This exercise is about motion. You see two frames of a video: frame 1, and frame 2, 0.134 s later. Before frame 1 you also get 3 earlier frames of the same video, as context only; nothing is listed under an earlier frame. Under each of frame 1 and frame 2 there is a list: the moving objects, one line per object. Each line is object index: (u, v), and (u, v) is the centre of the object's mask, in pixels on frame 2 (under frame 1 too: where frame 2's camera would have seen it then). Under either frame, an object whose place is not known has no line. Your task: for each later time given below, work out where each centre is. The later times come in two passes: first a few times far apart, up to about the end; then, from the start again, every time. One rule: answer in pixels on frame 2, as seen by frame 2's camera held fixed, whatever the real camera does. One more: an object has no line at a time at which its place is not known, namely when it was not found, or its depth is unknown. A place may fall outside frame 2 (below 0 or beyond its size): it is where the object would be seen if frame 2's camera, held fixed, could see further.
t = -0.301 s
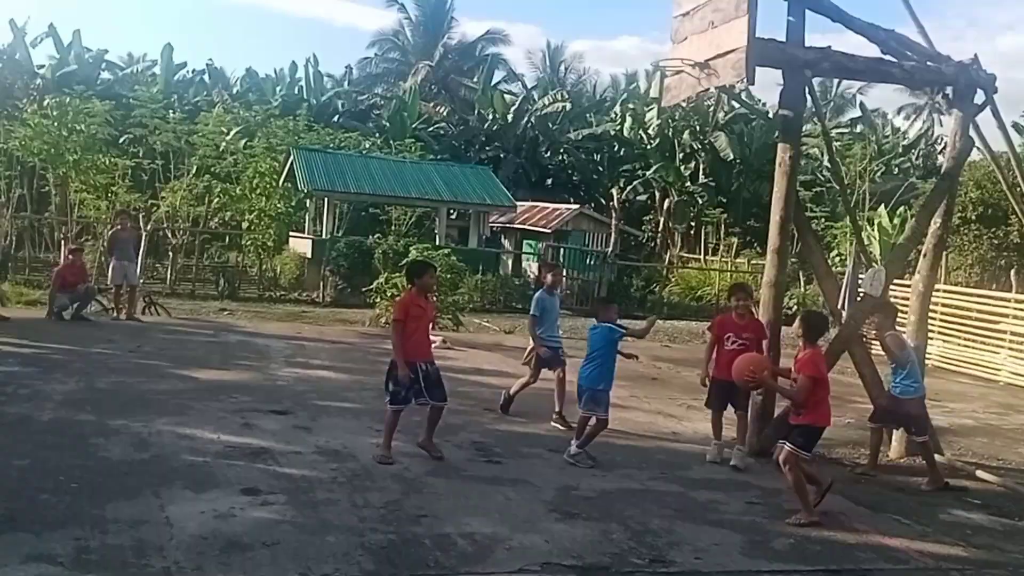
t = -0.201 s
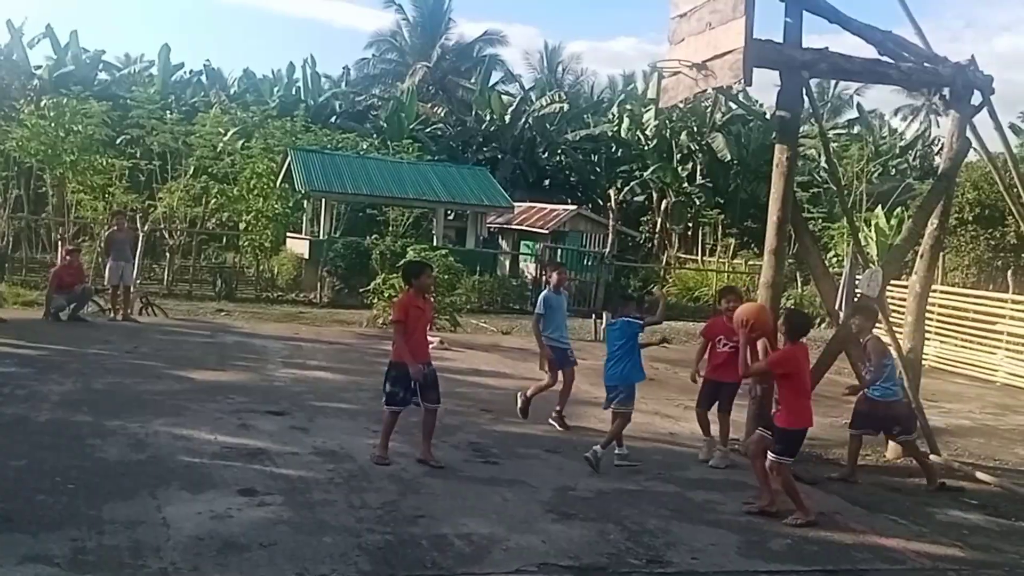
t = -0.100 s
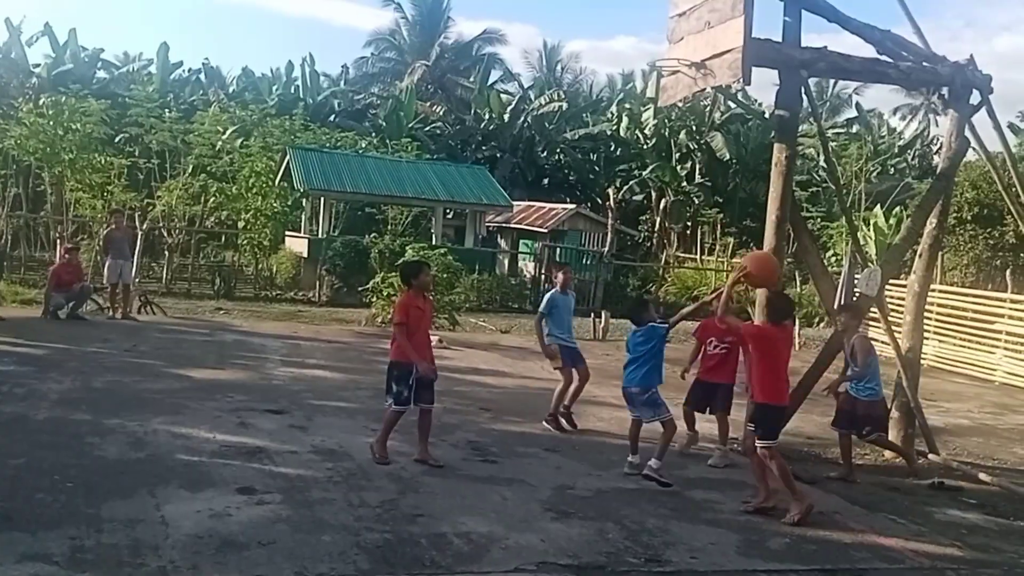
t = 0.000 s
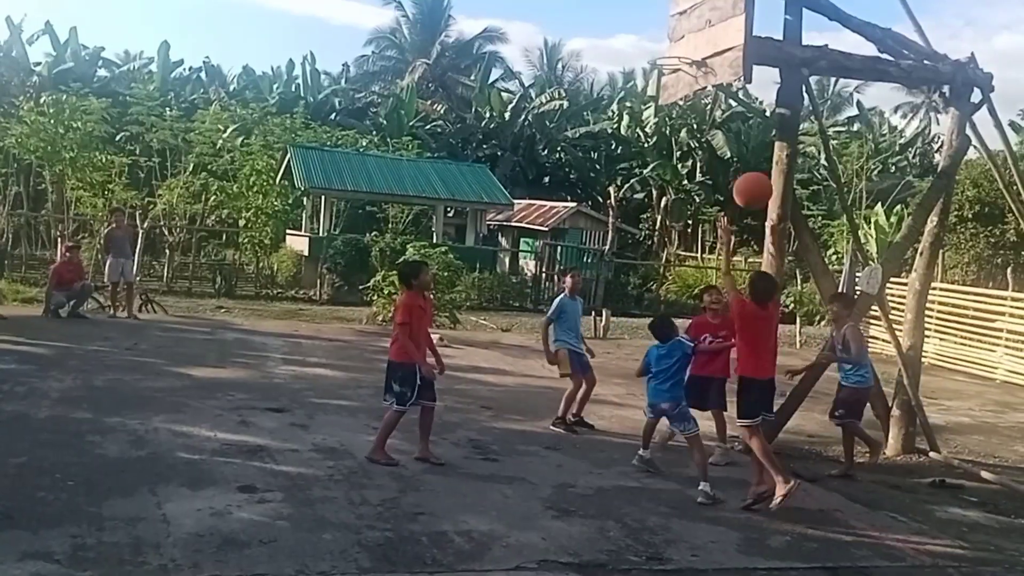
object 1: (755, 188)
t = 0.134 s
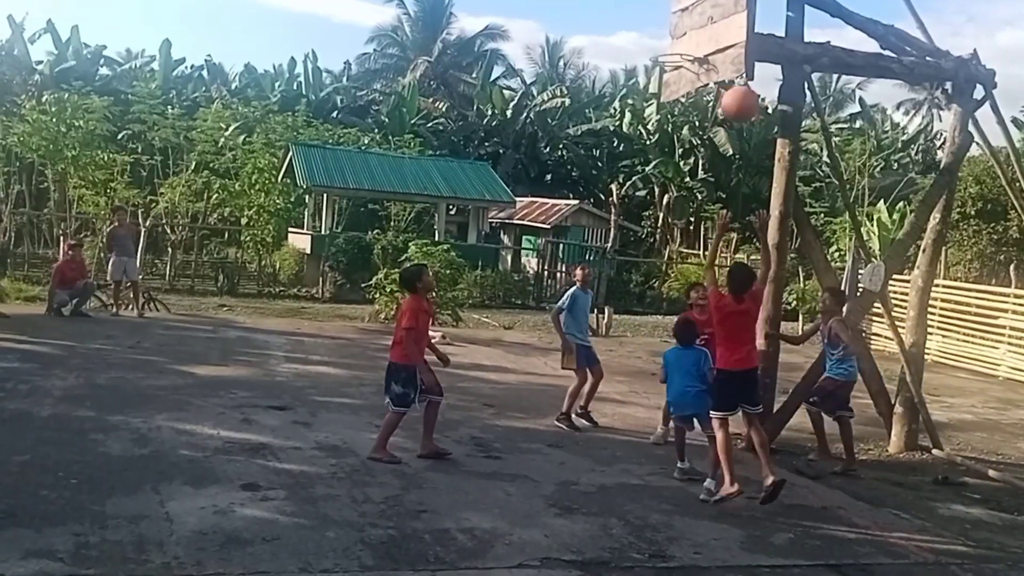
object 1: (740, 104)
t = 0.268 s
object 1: (724, 52)
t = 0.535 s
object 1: (686, 28)
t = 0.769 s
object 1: (652, 65)
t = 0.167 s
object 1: (735, 87)
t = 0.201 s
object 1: (732, 75)
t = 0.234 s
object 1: (728, 63)
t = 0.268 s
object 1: (724, 52)
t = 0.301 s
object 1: (719, 43)
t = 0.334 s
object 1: (715, 36)
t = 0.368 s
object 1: (710, 31)
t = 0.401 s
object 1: (705, 27)
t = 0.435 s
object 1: (701, 25)
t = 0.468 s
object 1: (695, 24)
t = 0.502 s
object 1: (690, 25)
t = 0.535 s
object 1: (686, 28)
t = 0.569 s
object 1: (681, 32)
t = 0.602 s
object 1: (676, 38)
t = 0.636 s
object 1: (672, 45)
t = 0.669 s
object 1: (667, 49)
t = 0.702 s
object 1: (662, 53)
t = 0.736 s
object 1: (657, 58)
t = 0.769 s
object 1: (652, 65)
